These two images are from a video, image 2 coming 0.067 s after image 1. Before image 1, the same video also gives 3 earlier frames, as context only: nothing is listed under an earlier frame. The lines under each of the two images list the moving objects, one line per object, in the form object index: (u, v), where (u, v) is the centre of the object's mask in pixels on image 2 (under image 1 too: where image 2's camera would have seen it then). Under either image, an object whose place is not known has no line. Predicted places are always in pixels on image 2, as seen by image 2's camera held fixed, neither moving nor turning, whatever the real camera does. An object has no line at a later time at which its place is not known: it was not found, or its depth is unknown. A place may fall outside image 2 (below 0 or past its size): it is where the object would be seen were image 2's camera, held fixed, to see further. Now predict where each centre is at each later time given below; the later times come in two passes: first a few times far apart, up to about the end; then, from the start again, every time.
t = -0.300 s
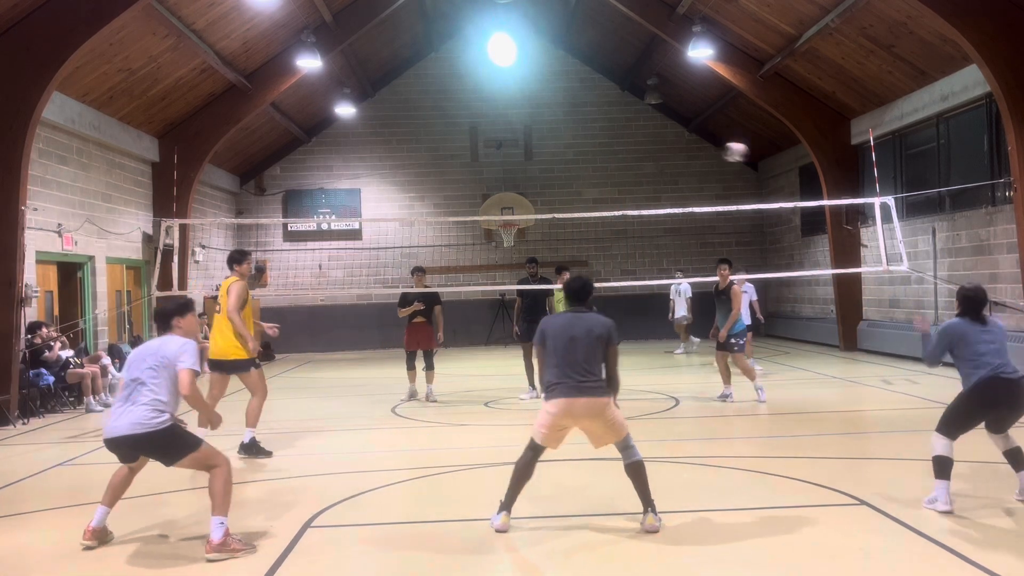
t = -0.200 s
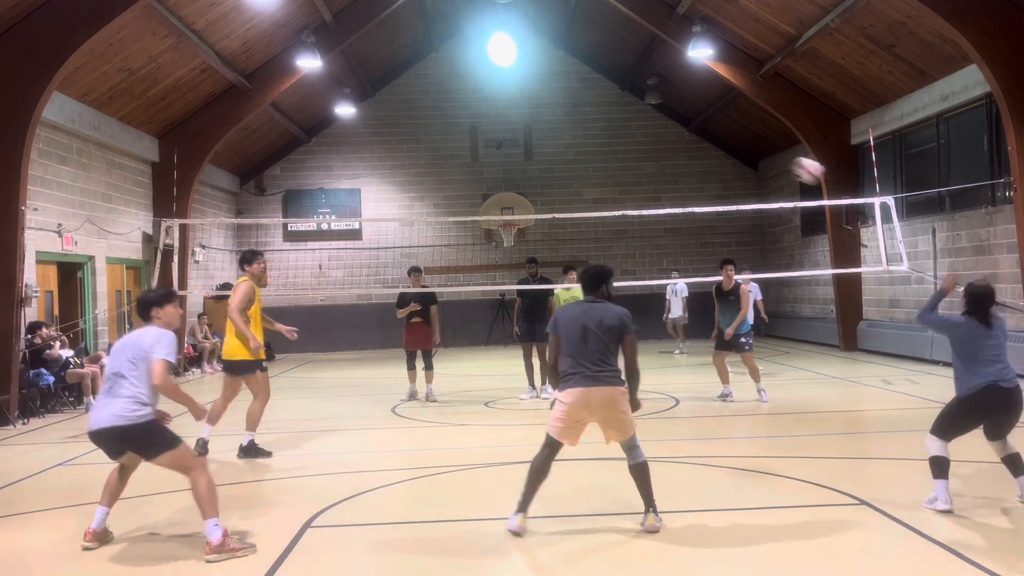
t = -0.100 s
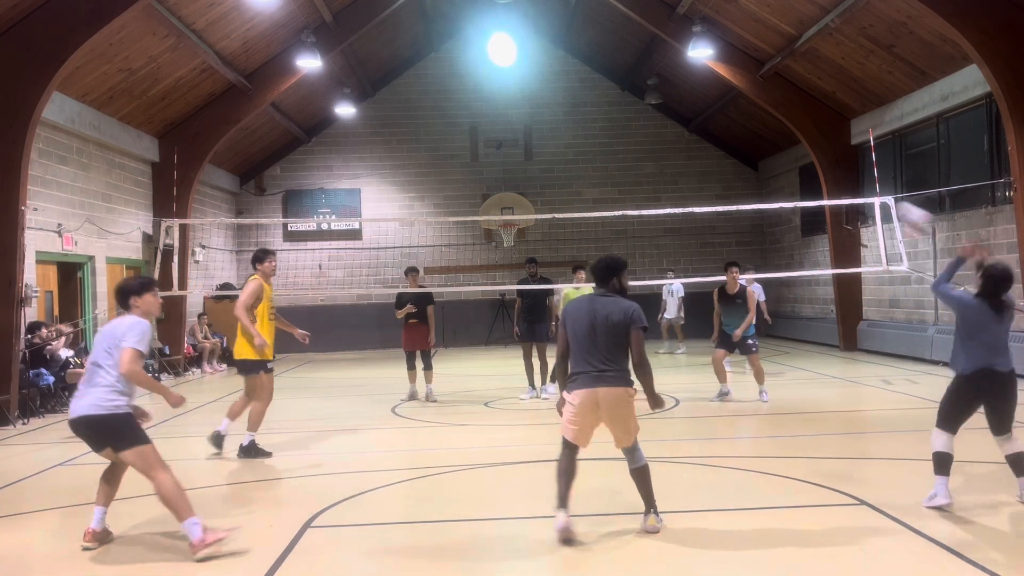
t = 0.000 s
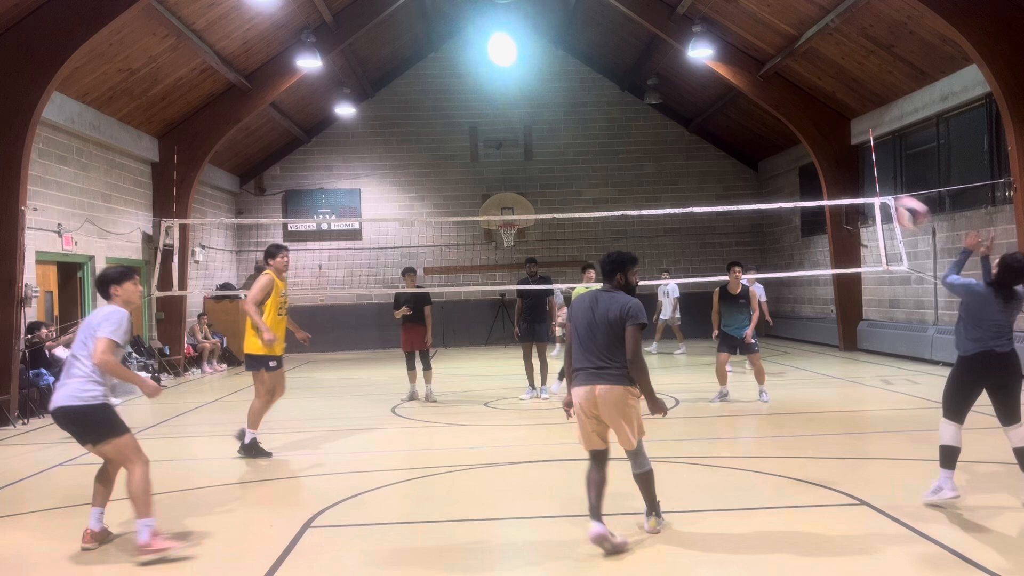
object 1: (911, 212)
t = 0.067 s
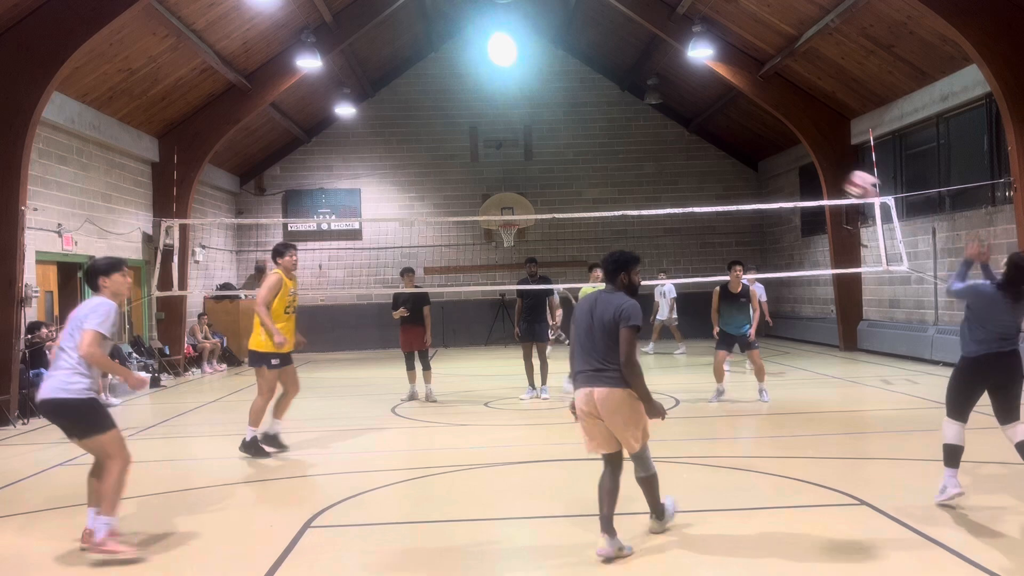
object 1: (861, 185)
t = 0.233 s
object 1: (768, 155)
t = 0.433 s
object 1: (684, 163)
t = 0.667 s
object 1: (614, 211)
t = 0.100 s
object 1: (841, 177)
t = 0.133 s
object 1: (820, 169)
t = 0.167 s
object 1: (802, 163)
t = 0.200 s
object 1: (784, 158)
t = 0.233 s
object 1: (768, 155)
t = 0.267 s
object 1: (751, 154)
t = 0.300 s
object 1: (737, 154)
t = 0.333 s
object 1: (722, 154)
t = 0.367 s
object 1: (709, 156)
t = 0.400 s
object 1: (697, 159)
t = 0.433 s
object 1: (684, 163)
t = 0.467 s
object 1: (674, 167)
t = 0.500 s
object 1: (662, 173)
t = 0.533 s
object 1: (651, 180)
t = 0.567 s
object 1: (643, 187)
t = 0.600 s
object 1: (632, 195)
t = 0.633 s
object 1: (623, 202)
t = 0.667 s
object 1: (614, 211)
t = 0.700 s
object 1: (606, 222)
